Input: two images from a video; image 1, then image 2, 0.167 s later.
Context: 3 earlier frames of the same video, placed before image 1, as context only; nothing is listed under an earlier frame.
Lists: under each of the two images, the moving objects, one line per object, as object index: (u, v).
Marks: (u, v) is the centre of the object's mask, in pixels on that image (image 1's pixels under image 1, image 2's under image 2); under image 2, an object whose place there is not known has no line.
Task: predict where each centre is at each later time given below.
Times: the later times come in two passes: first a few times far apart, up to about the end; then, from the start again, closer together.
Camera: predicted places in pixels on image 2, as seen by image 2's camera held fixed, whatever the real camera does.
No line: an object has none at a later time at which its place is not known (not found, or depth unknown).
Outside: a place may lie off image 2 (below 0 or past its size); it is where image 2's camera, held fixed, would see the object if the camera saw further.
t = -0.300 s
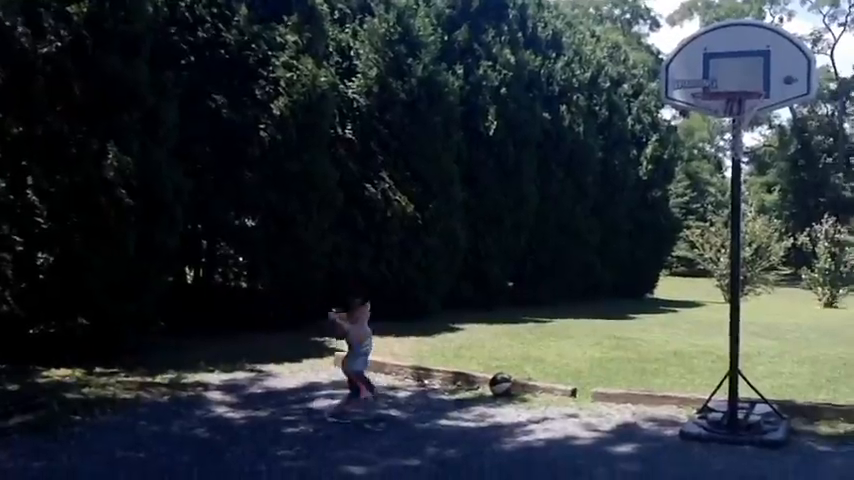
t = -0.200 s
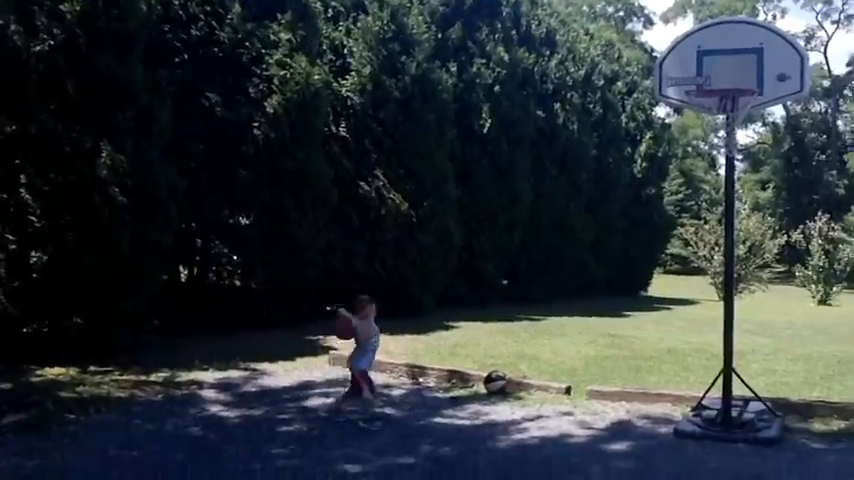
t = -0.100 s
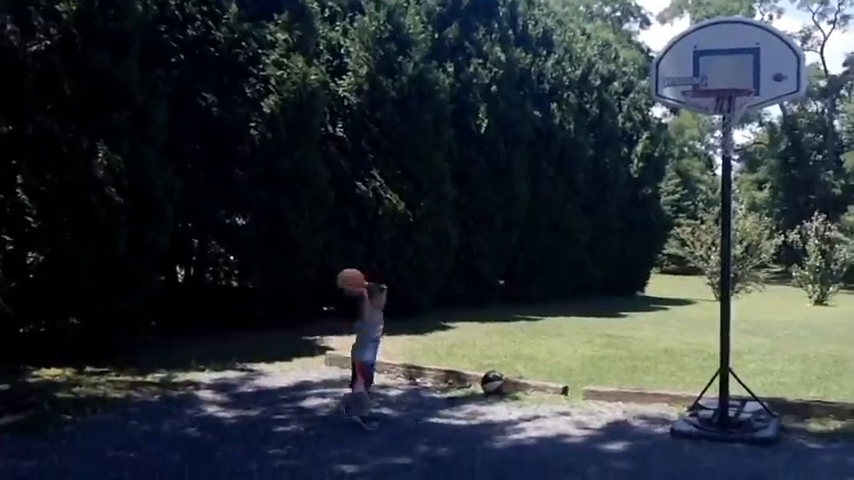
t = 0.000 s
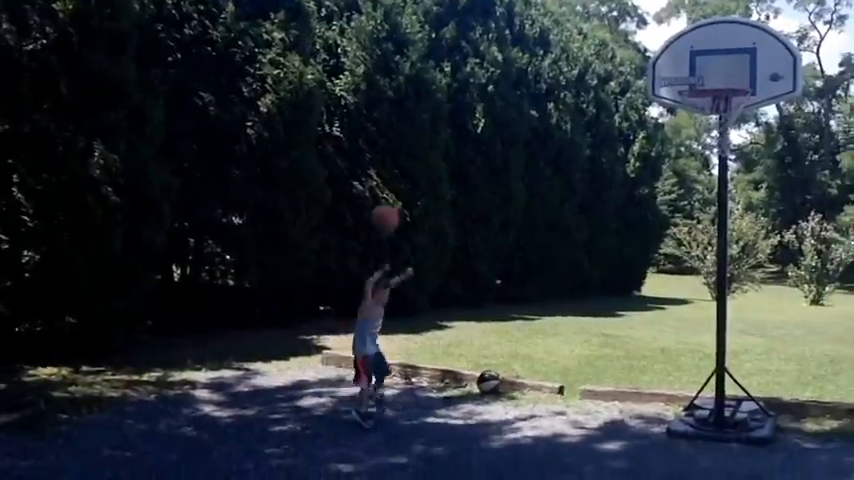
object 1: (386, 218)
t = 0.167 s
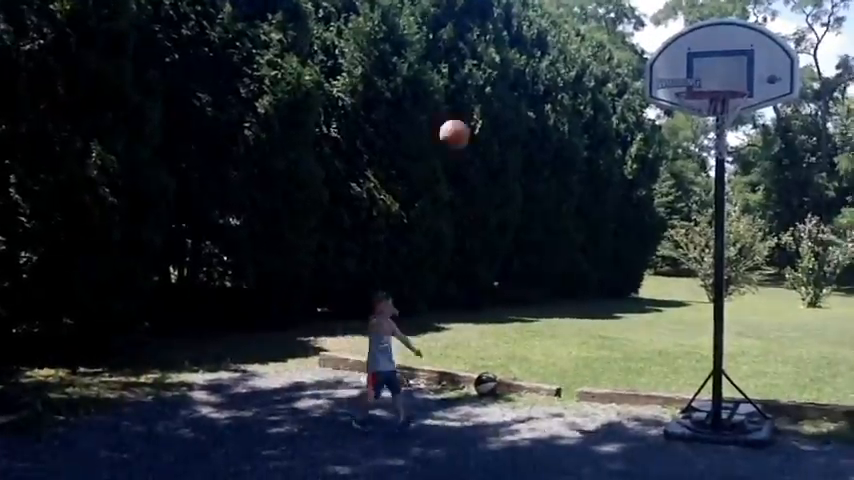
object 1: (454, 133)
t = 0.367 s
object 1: (549, 69)
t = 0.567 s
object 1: (651, 56)
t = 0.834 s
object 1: (719, 68)
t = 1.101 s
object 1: (691, 80)
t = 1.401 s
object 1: (715, 140)
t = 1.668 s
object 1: (731, 289)
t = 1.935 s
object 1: (743, 396)
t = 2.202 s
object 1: (745, 281)
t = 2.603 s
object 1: (746, 288)
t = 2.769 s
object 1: (744, 358)
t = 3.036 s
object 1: (740, 395)
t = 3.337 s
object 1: (735, 350)
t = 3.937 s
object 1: (715, 409)
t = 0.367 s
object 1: (549, 69)
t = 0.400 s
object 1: (569, 63)
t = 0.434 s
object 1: (583, 59)
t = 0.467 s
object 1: (599, 58)
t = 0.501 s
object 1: (616, 55)
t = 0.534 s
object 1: (634, 55)
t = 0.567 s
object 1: (651, 56)
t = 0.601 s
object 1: (670, 60)
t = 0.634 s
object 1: (688, 64)
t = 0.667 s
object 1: (705, 68)
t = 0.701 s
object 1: (725, 78)
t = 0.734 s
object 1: (738, 84)
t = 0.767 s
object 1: (732, 81)
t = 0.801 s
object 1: (726, 72)
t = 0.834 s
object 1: (719, 68)
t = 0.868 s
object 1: (714, 66)
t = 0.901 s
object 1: (710, 66)
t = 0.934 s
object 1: (705, 66)
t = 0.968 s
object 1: (701, 69)
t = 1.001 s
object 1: (694, 74)
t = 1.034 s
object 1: (689, 80)
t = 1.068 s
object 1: (690, 80)
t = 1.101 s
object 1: (691, 80)
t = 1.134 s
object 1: (693, 83)
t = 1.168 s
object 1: (696, 82)
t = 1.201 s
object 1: (695, 86)
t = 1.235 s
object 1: (700, 96)
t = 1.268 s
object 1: (705, 100)
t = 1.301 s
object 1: (708, 106)
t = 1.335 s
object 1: (709, 119)
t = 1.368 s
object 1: (713, 129)
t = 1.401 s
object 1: (715, 140)
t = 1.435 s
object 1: (717, 152)
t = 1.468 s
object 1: (721, 167)
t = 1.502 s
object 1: (723, 184)
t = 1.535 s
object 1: (726, 203)
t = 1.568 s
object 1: (726, 222)
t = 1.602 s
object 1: (727, 242)
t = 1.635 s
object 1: (731, 265)
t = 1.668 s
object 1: (731, 289)
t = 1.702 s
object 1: (735, 317)
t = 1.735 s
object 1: (735, 344)
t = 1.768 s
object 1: (737, 373)
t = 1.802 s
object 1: (736, 405)
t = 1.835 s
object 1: (741, 438)
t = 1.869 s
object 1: (742, 441)
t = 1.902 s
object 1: (742, 418)
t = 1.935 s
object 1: (743, 396)
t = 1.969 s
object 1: (742, 378)
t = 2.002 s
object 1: (743, 360)
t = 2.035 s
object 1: (743, 343)
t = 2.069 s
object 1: (744, 328)
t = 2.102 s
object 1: (744, 314)
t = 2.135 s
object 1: (744, 301)
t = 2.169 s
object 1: (745, 292)
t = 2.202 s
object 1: (745, 281)
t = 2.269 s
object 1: (747, 268)
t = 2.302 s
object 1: (744, 263)
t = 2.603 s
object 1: (746, 288)
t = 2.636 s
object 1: (745, 297)
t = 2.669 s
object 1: (745, 311)
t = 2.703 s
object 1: (745, 325)
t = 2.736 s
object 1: (744, 341)
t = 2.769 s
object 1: (744, 358)
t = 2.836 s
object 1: (744, 397)
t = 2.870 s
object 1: (745, 419)
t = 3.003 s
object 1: (742, 409)
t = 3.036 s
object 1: (740, 395)
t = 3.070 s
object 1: (740, 385)
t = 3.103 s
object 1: (740, 375)
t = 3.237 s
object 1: (737, 352)
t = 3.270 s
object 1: (736, 350)
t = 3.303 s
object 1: (736, 350)
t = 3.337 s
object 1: (735, 350)
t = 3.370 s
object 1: (735, 353)
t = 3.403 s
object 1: (734, 356)
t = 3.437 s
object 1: (733, 361)
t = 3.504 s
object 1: (731, 378)
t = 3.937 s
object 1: (715, 409)
